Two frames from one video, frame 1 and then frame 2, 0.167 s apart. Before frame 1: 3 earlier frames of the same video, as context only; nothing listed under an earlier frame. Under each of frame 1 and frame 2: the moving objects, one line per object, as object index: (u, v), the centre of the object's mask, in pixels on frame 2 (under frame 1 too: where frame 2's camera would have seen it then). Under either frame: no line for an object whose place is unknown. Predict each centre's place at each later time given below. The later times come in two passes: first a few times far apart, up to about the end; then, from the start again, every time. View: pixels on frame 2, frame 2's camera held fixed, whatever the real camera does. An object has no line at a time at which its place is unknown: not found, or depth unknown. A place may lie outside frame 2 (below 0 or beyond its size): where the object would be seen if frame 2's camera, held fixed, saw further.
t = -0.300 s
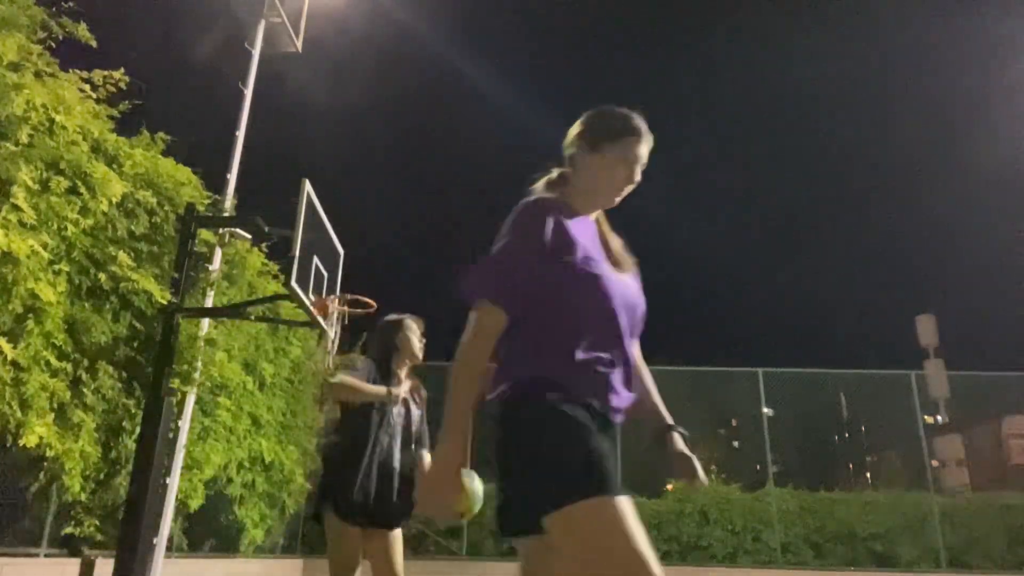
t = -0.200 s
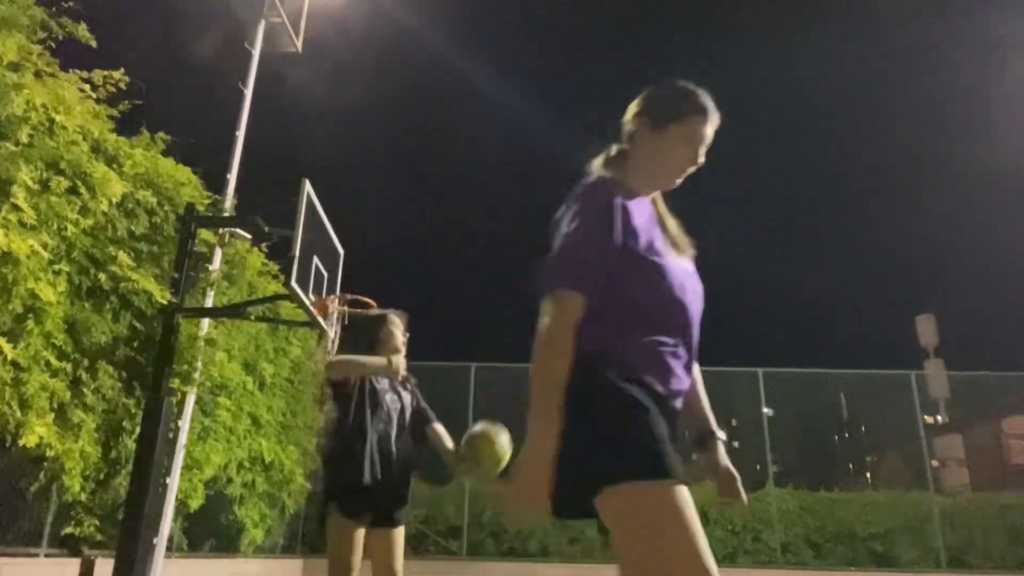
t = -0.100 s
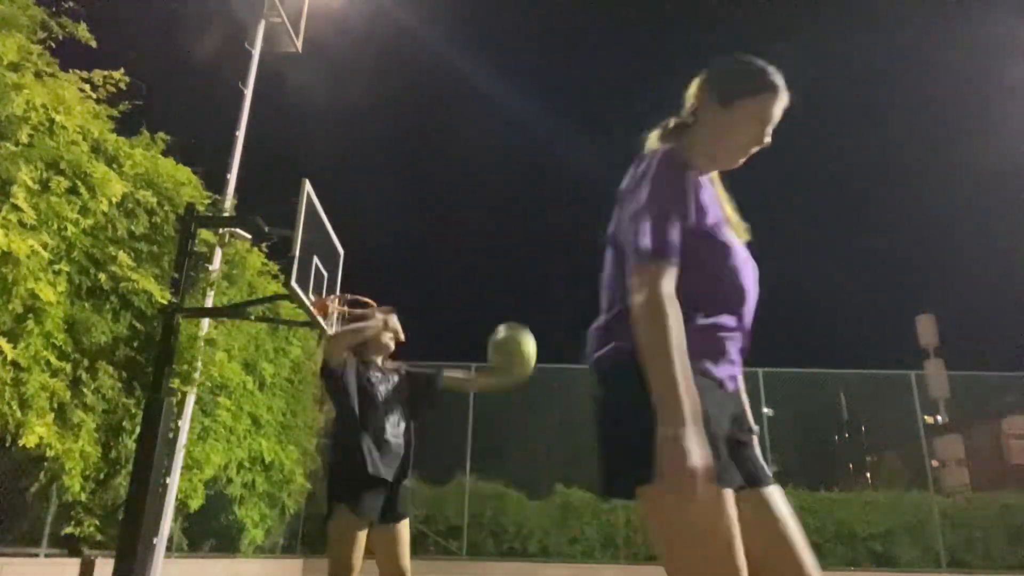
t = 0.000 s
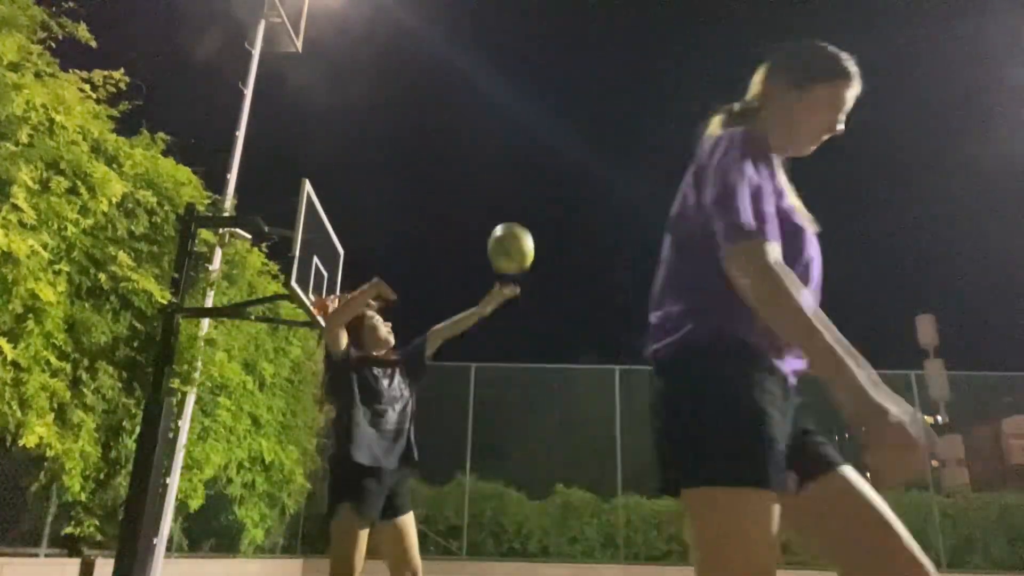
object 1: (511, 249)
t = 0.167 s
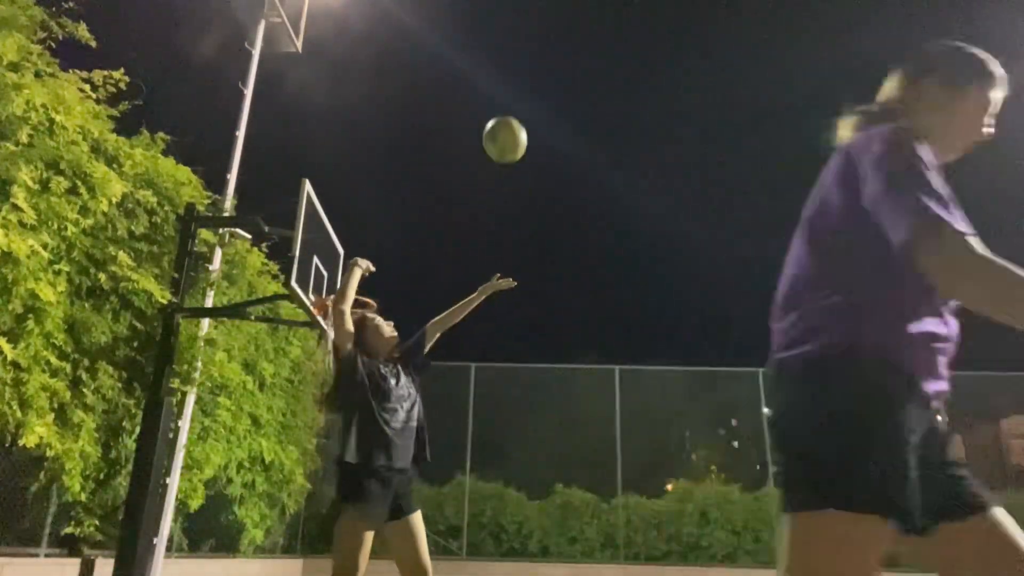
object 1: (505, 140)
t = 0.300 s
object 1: (499, 96)
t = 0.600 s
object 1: (485, 109)
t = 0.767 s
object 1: (476, 183)
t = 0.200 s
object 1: (503, 125)
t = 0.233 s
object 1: (502, 113)
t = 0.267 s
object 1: (501, 103)
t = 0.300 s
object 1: (499, 96)
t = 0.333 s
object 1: (498, 90)
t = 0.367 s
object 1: (496, 86)
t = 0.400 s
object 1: (495, 83)
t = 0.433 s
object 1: (494, 83)
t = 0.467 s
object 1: (492, 85)
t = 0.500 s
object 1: (490, 88)
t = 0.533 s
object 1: (489, 93)
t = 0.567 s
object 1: (487, 100)
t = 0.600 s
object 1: (485, 109)
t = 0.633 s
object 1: (484, 120)
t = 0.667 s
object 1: (482, 132)
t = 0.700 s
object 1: (480, 148)
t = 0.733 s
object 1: (478, 164)
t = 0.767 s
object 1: (476, 183)
